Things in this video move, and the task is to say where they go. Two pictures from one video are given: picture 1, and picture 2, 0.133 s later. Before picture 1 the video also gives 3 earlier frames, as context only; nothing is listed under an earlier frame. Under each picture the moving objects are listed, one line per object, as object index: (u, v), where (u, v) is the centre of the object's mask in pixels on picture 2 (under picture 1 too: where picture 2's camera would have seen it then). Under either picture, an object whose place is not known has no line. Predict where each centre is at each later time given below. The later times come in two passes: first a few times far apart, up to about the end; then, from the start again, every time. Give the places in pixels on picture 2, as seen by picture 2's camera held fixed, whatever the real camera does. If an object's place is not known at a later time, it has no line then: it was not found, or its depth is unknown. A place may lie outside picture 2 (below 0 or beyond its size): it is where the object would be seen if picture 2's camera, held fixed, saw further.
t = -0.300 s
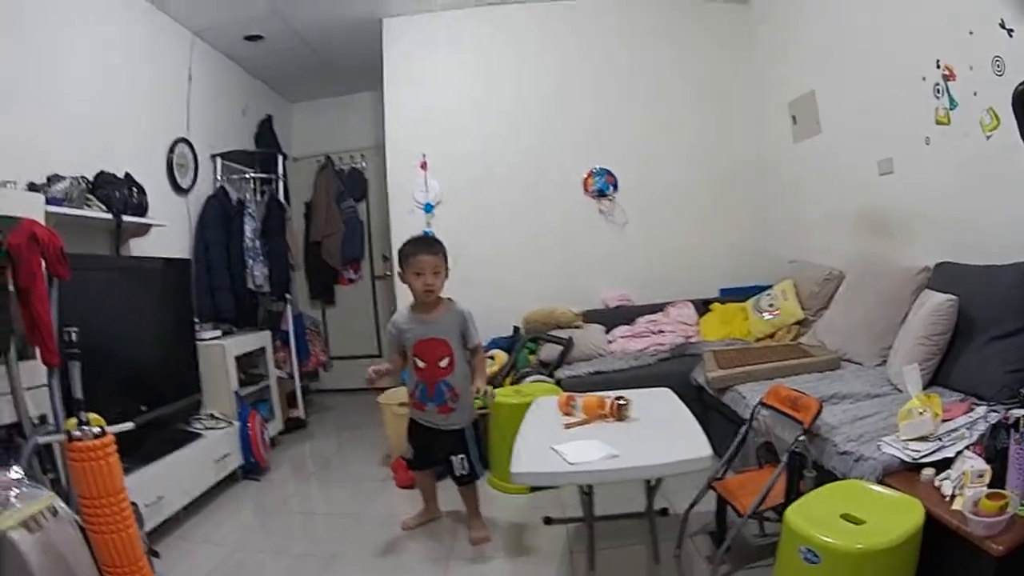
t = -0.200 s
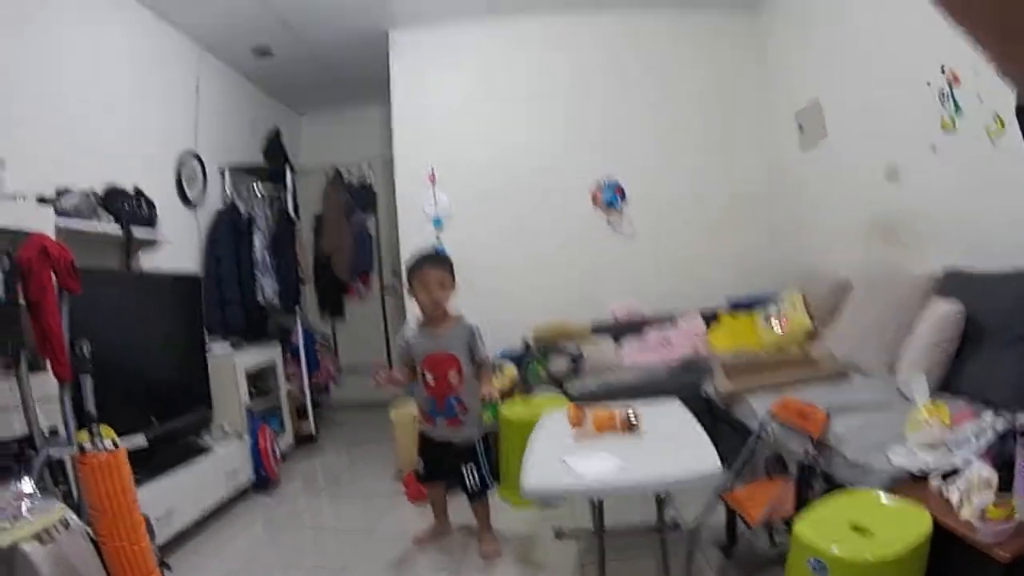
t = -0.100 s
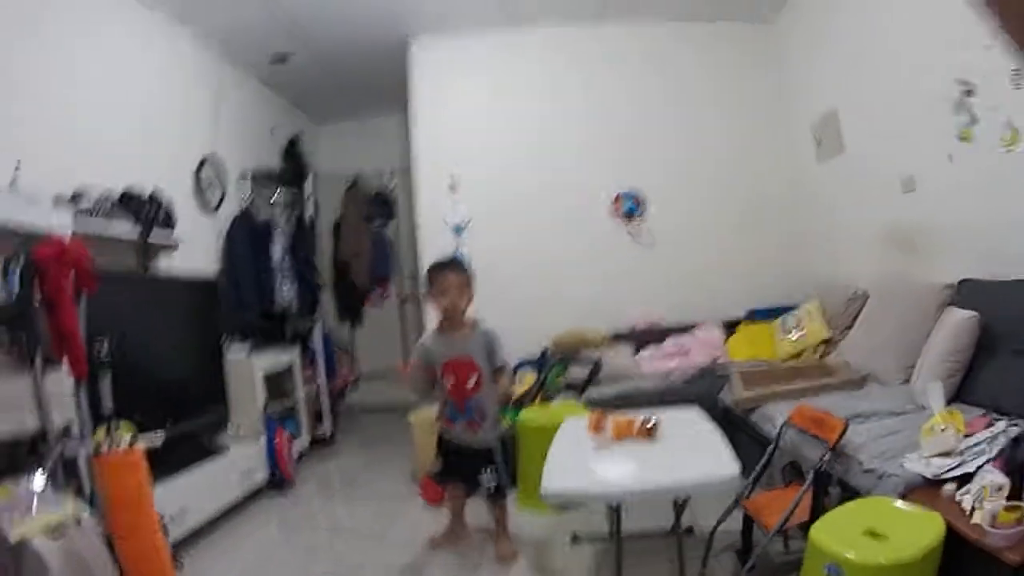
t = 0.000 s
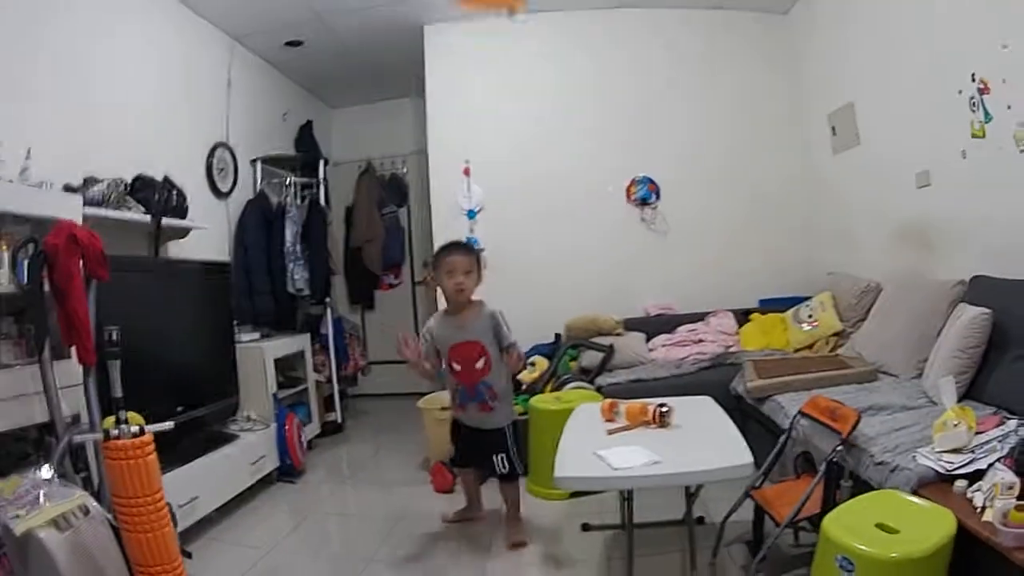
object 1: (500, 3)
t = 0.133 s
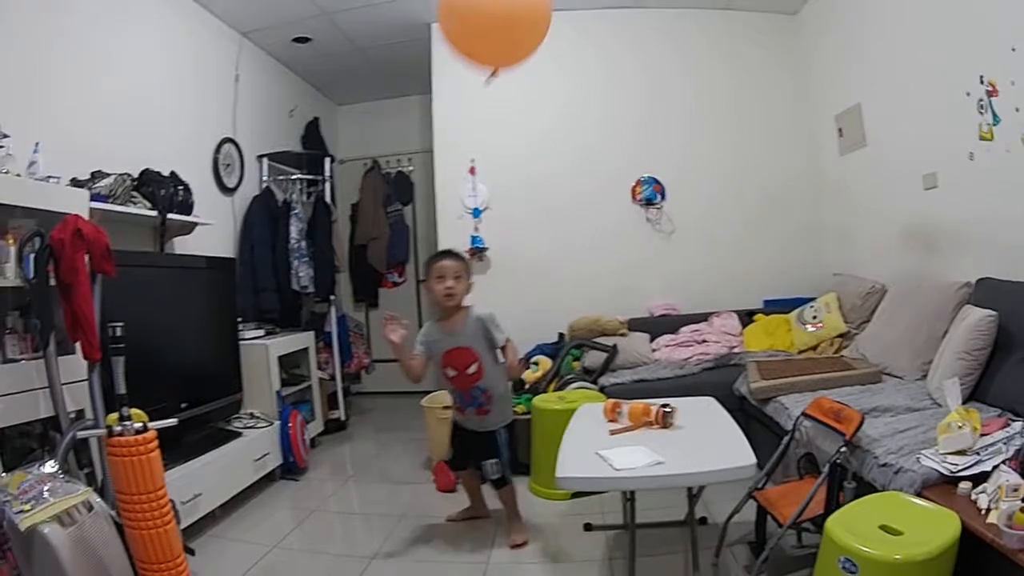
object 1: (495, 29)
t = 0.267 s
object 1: (497, 68)
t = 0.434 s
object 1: (493, 138)
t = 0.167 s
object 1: (494, 36)
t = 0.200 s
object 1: (495, 45)
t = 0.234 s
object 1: (496, 54)
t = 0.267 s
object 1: (497, 68)
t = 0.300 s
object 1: (497, 81)
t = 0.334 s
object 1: (497, 95)
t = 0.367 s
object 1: (496, 109)
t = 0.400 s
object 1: (495, 124)
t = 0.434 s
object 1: (493, 138)
